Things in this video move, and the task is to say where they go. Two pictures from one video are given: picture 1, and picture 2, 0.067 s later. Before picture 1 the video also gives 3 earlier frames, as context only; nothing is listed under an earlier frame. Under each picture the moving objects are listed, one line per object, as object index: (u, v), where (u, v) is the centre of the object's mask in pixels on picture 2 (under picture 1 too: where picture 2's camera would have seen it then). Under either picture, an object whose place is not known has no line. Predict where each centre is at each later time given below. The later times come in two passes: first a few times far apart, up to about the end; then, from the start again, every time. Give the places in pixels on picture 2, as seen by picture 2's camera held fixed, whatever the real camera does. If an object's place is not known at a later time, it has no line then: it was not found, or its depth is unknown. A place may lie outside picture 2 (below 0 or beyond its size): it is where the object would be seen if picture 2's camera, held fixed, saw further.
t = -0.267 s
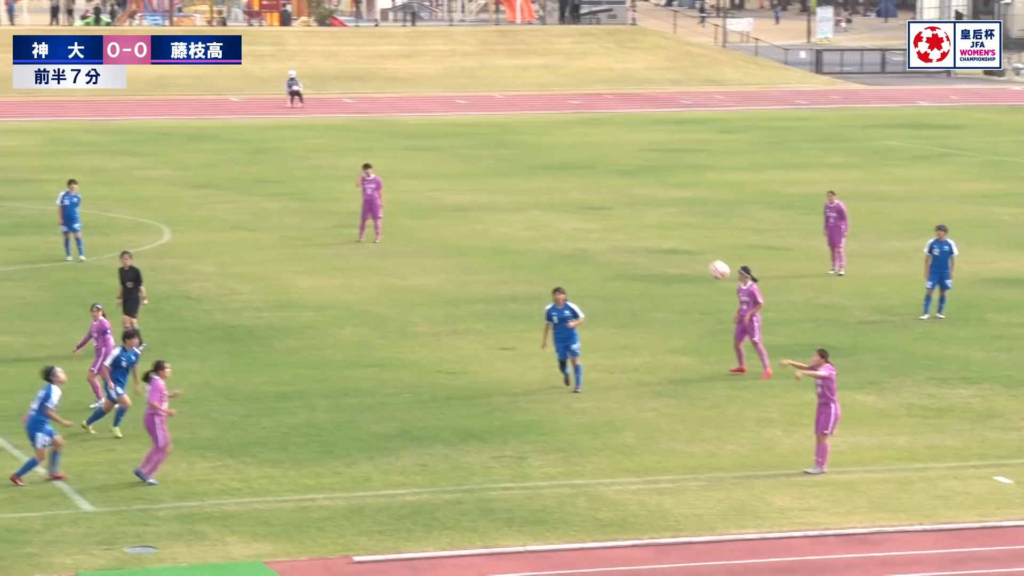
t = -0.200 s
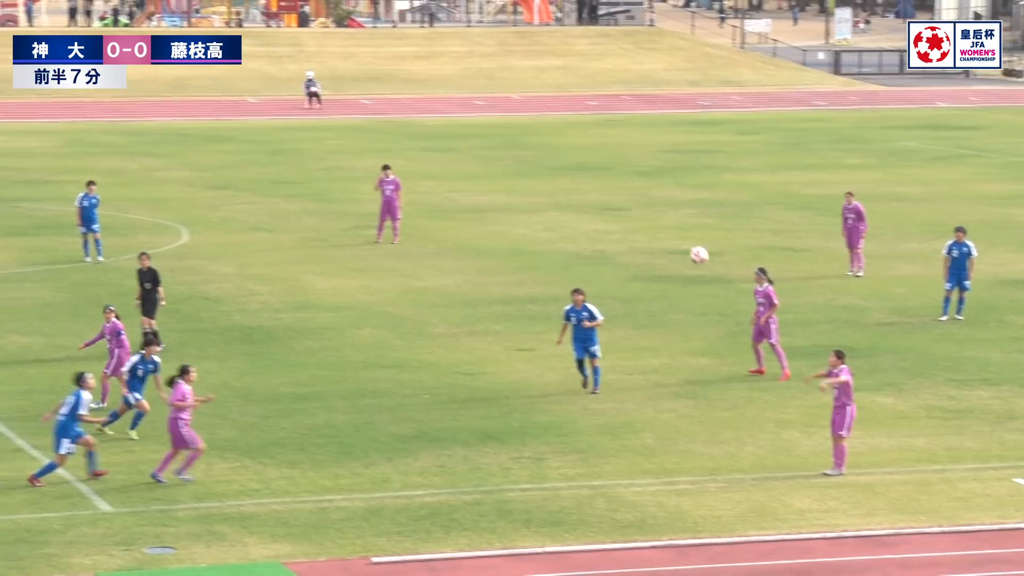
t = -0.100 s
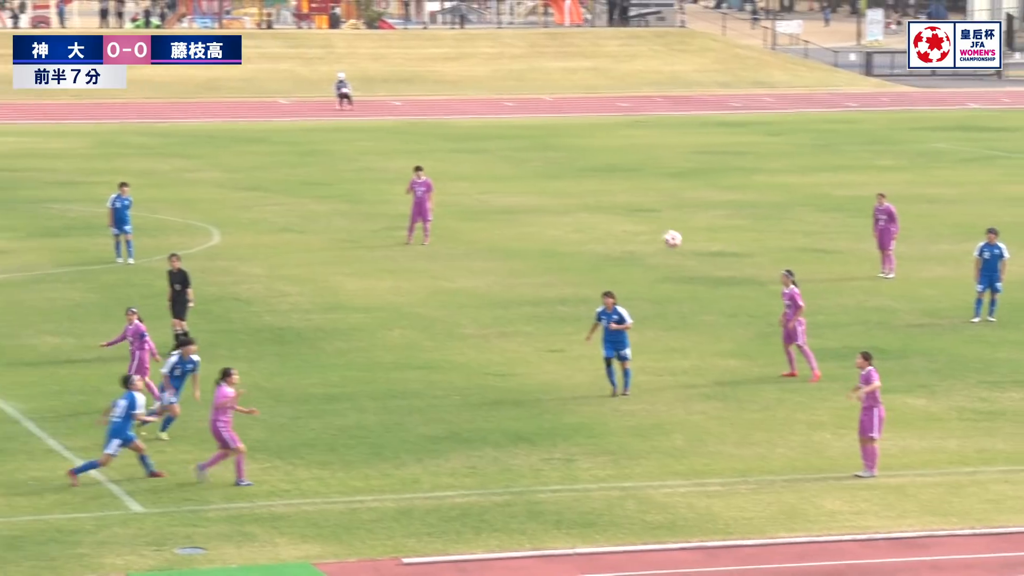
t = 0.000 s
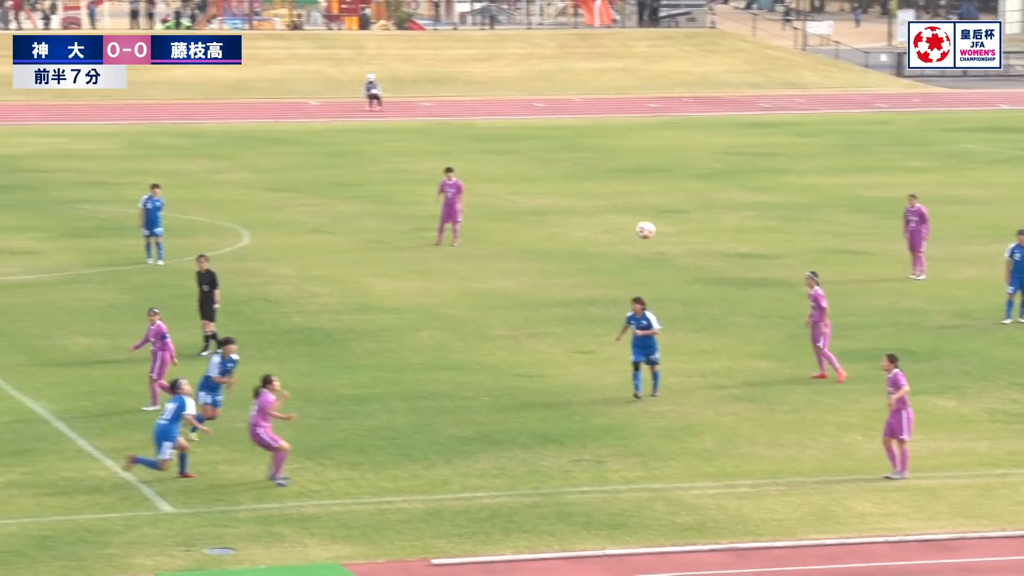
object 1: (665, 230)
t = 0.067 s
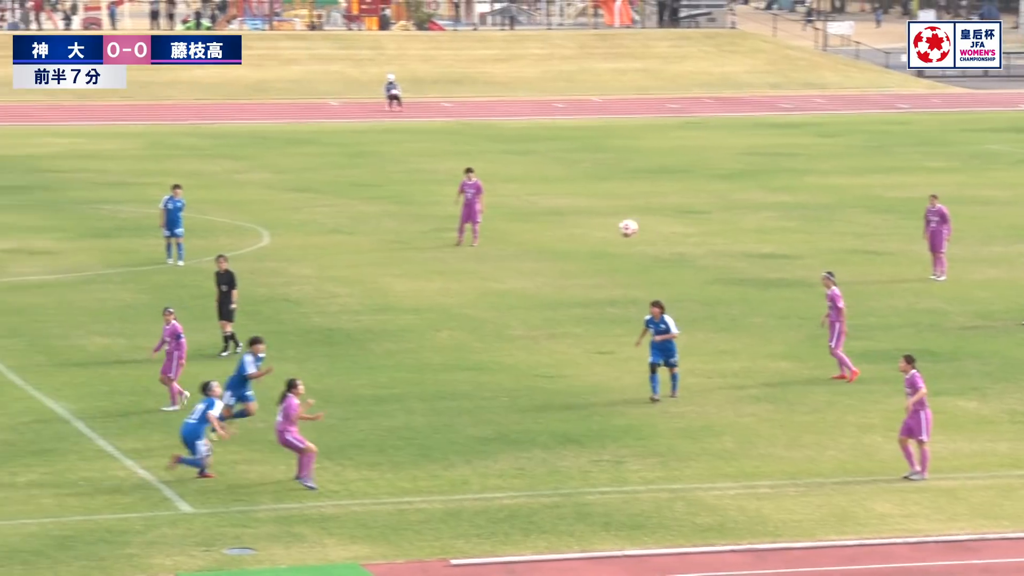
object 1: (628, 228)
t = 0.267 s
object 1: (520, 241)
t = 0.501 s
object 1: (399, 296)
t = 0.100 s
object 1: (610, 228)
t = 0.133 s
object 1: (592, 229)
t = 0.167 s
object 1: (573, 230)
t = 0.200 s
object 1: (555, 233)
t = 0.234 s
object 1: (538, 237)
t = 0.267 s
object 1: (520, 241)
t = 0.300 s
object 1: (502, 246)
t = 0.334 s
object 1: (485, 252)
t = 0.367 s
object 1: (467, 259)
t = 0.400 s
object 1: (450, 267)
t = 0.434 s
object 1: (433, 276)
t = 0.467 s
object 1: (416, 286)
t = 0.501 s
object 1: (399, 296)
